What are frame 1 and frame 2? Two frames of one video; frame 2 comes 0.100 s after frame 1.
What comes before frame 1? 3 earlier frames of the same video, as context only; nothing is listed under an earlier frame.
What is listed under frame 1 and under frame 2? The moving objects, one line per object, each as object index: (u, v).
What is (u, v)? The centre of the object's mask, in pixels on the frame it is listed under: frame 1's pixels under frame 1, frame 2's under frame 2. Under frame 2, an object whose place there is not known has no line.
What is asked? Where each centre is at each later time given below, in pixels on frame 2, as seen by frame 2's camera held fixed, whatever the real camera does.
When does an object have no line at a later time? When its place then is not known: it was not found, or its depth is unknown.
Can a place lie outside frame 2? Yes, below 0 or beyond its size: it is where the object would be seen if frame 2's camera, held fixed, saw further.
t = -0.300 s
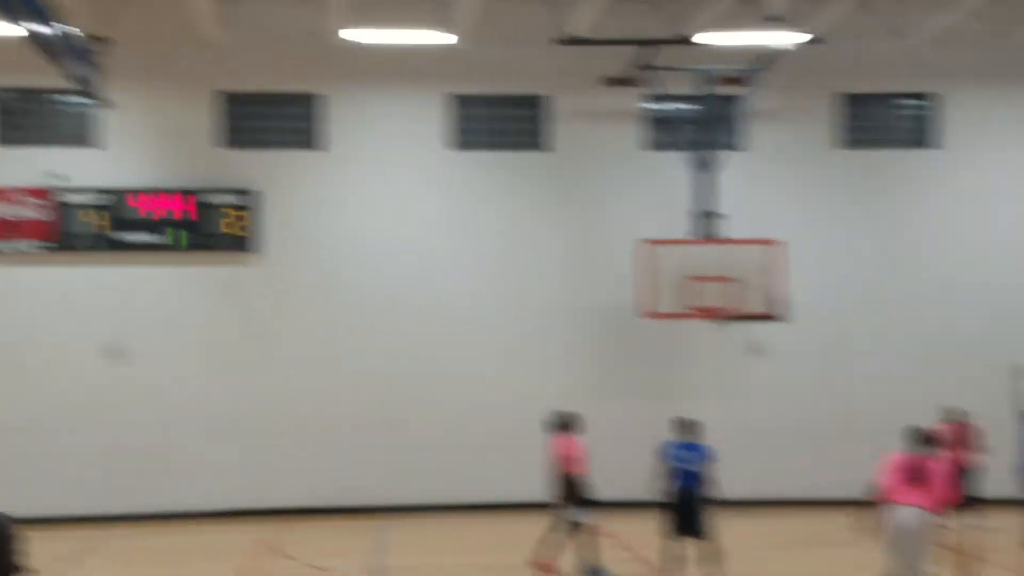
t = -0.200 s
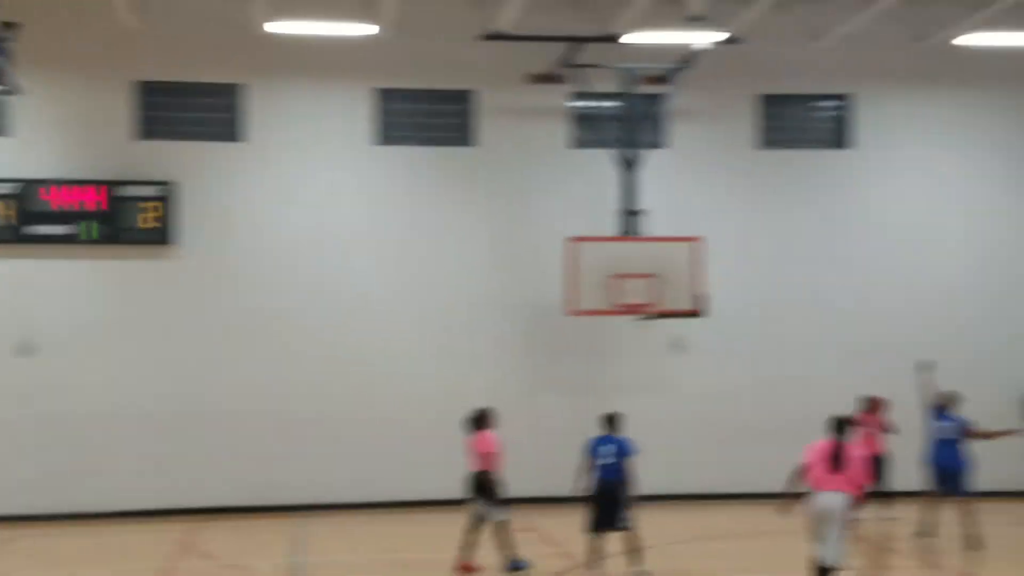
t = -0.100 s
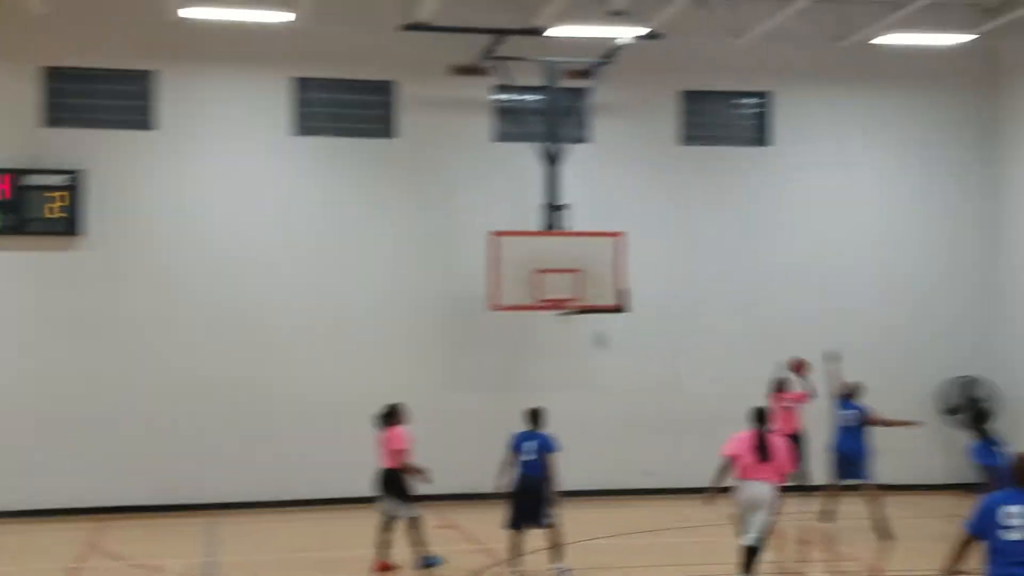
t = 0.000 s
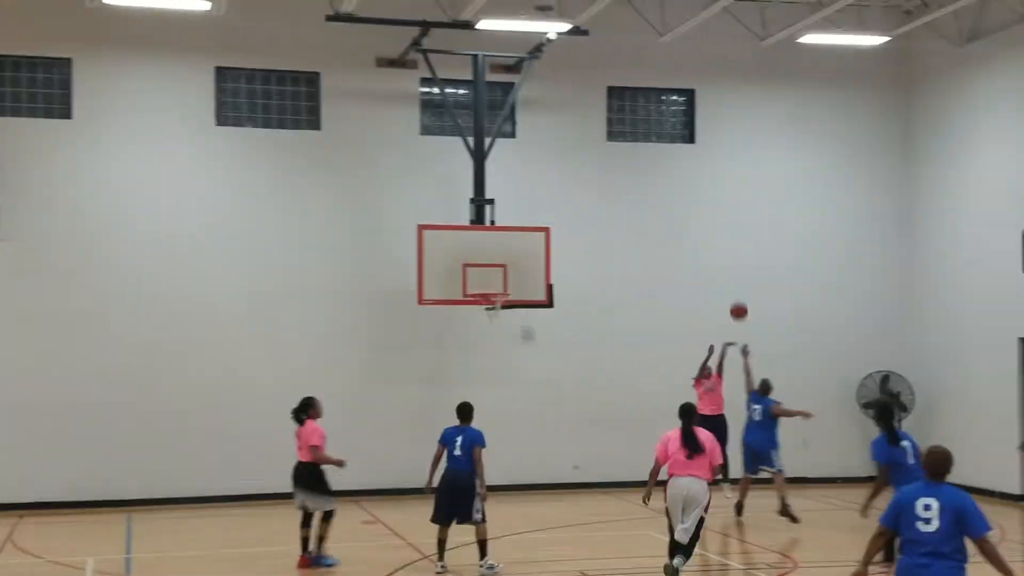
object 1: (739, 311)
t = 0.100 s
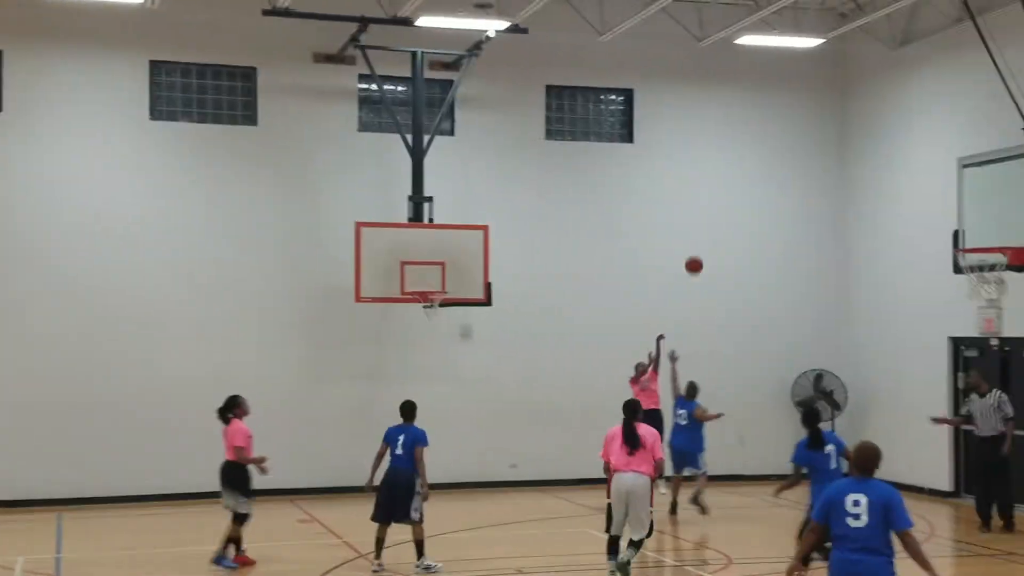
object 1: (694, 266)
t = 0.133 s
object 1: (700, 251)
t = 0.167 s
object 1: (706, 239)
